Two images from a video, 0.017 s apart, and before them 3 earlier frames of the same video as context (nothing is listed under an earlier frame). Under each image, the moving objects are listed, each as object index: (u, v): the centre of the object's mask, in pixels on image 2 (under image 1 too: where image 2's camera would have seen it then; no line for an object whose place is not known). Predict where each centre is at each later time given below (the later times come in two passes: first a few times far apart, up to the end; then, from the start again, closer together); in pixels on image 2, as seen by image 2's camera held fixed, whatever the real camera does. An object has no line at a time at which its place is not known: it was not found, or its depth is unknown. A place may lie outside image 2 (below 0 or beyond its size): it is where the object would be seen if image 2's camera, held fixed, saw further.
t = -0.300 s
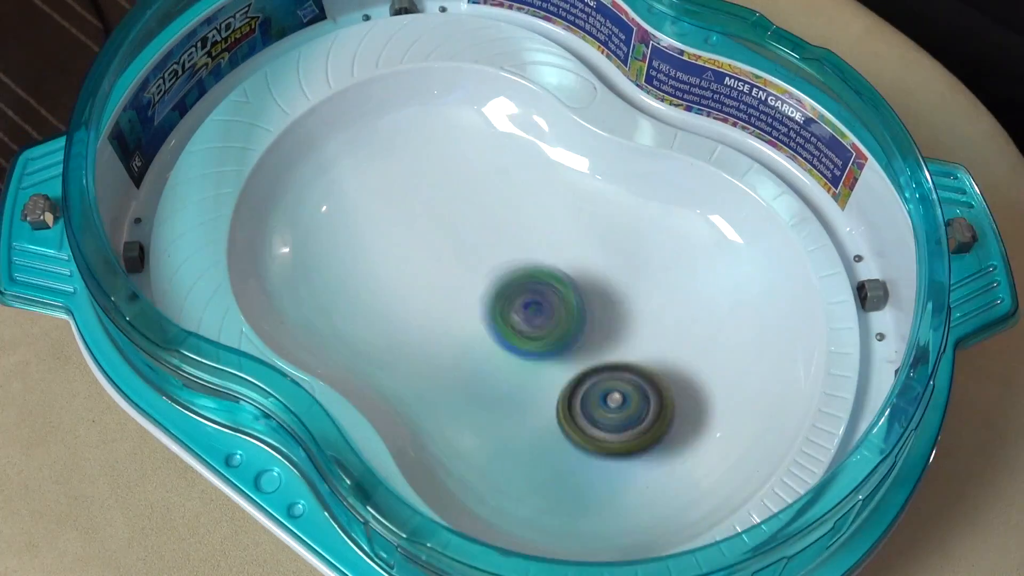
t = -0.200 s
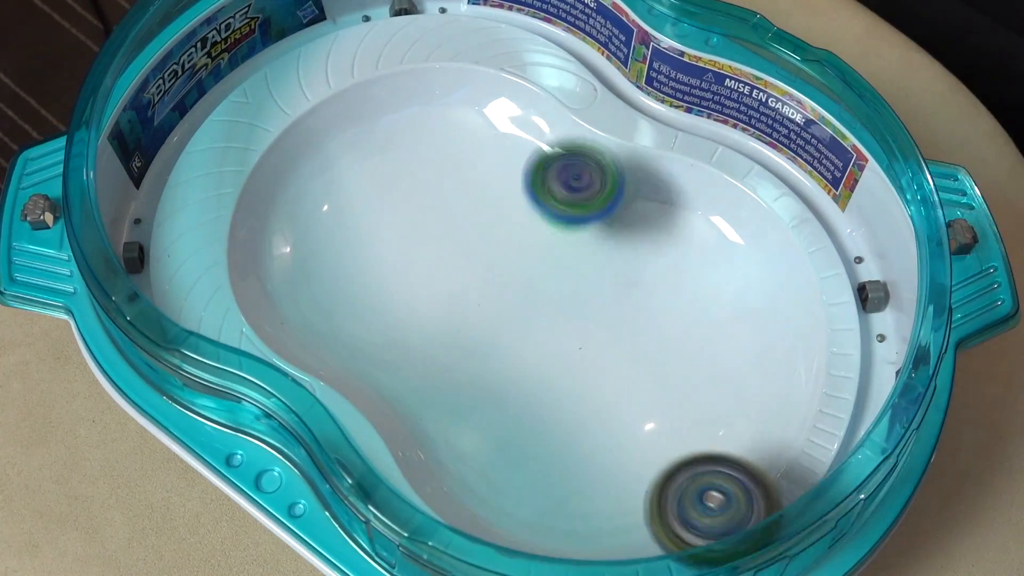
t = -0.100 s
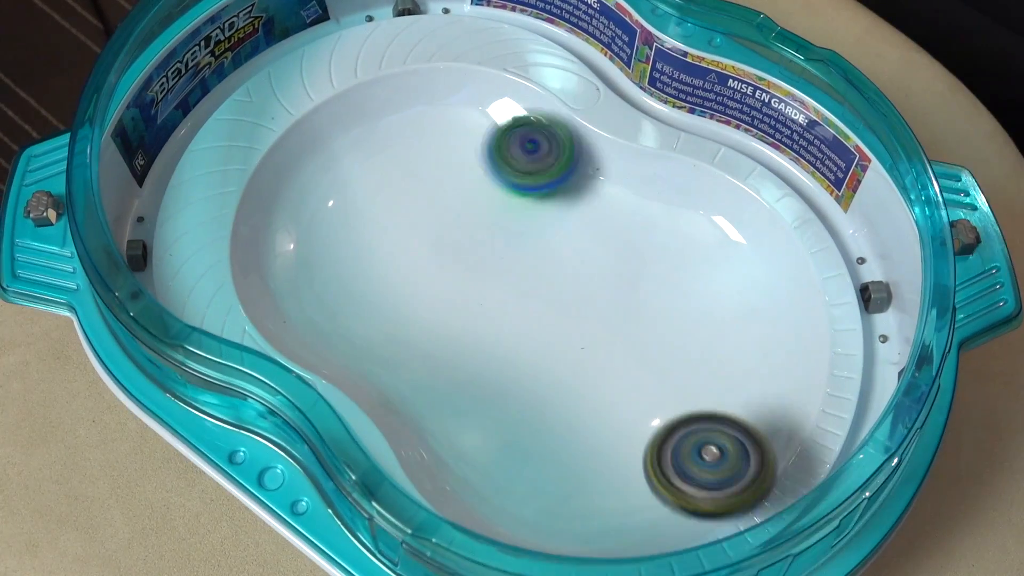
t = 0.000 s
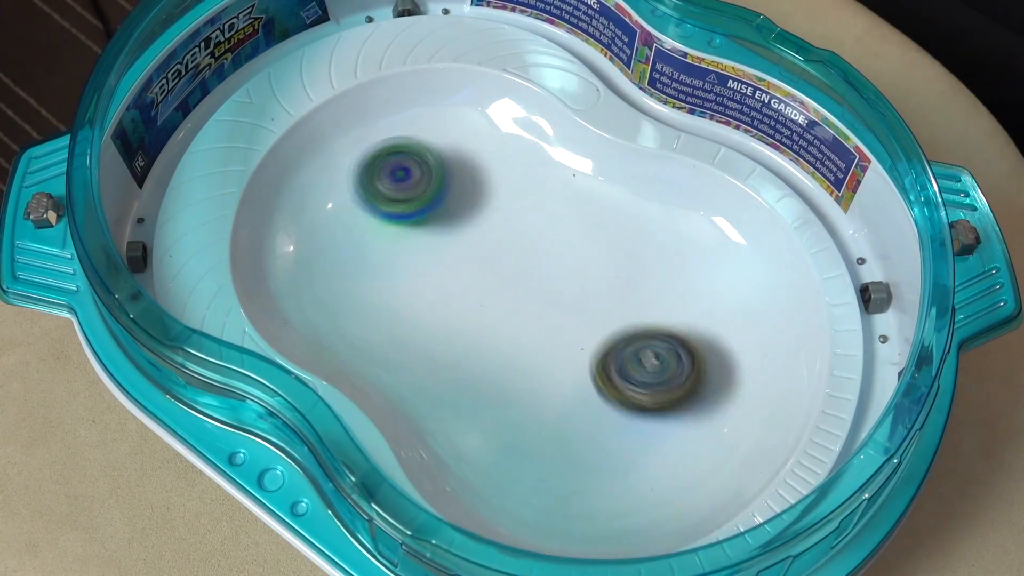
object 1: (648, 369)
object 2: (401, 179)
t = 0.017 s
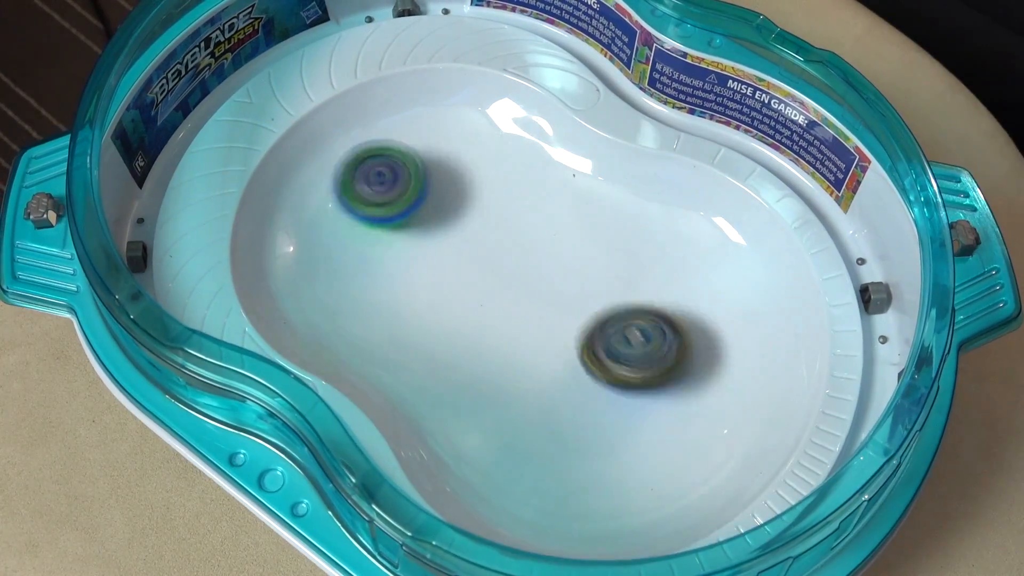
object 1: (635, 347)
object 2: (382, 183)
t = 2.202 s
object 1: (436, 355)
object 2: (700, 396)
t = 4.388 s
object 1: (732, 306)
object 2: (612, 210)
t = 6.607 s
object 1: (326, 238)
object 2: (605, 218)
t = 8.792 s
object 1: (315, 224)
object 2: (641, 197)
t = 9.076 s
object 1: (406, 215)
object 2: (448, 428)
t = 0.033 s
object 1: (620, 324)
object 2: (363, 188)
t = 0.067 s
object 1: (588, 279)
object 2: (327, 202)
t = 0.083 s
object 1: (573, 261)
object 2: (313, 210)
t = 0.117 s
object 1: (537, 224)
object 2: (287, 230)
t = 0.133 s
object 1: (519, 207)
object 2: (279, 244)
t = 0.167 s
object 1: (477, 177)
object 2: (275, 269)
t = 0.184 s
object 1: (456, 163)
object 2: (280, 282)
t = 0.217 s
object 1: (408, 138)
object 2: (300, 305)
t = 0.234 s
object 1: (383, 126)
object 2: (315, 318)
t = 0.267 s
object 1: (339, 111)
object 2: (355, 334)
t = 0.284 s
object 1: (317, 108)
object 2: (381, 338)
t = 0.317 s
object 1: (283, 110)
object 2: (435, 350)
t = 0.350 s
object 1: (259, 123)
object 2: (495, 360)
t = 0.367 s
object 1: (250, 134)
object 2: (527, 366)
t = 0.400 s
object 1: (229, 157)
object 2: (590, 376)
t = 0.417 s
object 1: (219, 167)
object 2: (617, 377)
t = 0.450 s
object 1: (192, 190)
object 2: (672, 375)
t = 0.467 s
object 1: (179, 201)
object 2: (699, 369)
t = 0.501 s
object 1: (154, 221)
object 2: (747, 353)
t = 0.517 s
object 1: (161, 231)
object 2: (765, 341)
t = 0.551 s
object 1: (173, 250)
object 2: (789, 313)
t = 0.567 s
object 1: (178, 259)
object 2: (797, 296)
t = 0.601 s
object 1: (191, 275)
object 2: (795, 268)
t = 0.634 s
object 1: (188, 293)
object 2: (783, 246)
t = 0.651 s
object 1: (190, 299)
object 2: (773, 238)
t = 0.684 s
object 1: (194, 309)
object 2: (738, 227)
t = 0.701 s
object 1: (195, 314)
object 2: (716, 222)
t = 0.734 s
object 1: (205, 322)
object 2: (663, 213)
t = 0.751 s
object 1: (209, 323)
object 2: (636, 210)
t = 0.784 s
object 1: (215, 326)
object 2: (573, 207)
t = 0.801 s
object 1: (218, 326)
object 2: (541, 208)
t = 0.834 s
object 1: (222, 328)
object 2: (474, 206)
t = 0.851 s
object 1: (226, 326)
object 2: (443, 206)
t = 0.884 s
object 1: (230, 327)
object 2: (385, 203)
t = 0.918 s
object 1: (232, 327)
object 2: (330, 203)
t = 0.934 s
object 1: (232, 327)
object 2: (306, 203)
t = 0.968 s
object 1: (233, 326)
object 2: (265, 209)
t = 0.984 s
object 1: (233, 325)
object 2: (254, 213)
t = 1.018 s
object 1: (234, 323)
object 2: (236, 227)
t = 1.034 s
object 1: (232, 327)
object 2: (234, 231)
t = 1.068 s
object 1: (259, 348)
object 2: (249, 212)
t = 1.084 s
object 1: (277, 354)
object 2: (260, 204)
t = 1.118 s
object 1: (312, 364)
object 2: (292, 195)
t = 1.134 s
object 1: (326, 369)
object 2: (315, 191)
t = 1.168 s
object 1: (356, 380)
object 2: (361, 187)
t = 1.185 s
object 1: (375, 386)
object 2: (381, 186)
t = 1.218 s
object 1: (413, 402)
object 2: (421, 183)
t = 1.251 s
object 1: (461, 416)
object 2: (456, 178)
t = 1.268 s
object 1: (490, 420)
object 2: (471, 174)
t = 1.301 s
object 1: (553, 426)
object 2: (500, 168)
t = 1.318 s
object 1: (586, 428)
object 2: (511, 166)
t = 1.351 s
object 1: (654, 425)
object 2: (528, 159)
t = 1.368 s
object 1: (685, 418)
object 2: (535, 158)
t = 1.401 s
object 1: (750, 392)
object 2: (542, 154)
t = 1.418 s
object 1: (774, 373)
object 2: (543, 155)
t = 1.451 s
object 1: (806, 324)
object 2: (538, 157)
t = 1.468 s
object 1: (818, 301)
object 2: (532, 159)
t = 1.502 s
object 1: (819, 254)
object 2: (516, 163)
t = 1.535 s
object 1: (816, 216)
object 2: (495, 168)
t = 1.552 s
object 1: (816, 198)
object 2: (483, 170)
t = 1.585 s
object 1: (803, 172)
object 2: (460, 171)
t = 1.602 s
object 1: (790, 162)
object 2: (449, 172)
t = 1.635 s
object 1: (769, 145)
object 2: (429, 172)
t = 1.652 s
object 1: (759, 139)
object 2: (422, 172)
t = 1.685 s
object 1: (740, 129)
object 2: (409, 176)
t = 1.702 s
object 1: (732, 125)
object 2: (403, 181)
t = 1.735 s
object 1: (718, 120)
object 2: (394, 193)
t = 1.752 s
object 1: (712, 119)
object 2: (391, 200)
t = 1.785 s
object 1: (701, 117)
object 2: (391, 216)
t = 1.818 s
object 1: (693, 117)
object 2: (397, 231)
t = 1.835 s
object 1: (689, 118)
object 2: (403, 239)
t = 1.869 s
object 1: (681, 121)
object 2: (420, 254)
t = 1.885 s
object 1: (674, 123)
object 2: (428, 263)
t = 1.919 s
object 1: (659, 132)
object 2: (446, 280)
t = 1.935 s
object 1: (650, 140)
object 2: (458, 288)
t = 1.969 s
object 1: (629, 167)
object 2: (483, 308)
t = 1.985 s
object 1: (618, 183)
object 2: (496, 319)
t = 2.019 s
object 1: (589, 214)
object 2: (526, 340)
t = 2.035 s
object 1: (571, 232)
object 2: (542, 351)
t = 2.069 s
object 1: (534, 263)
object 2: (572, 375)
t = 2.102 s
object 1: (500, 289)
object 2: (602, 391)
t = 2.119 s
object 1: (484, 302)
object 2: (619, 396)
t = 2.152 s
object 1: (456, 325)
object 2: (654, 401)
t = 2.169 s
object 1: (448, 335)
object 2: (670, 402)
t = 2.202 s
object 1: (436, 355)
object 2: (700, 396)
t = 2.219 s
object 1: (432, 365)
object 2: (716, 389)
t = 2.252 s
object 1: (431, 386)
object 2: (744, 370)
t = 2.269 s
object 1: (435, 396)
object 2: (754, 358)
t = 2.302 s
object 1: (450, 420)
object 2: (766, 332)
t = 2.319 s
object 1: (461, 432)
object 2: (767, 316)
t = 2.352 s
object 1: (489, 455)
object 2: (762, 283)
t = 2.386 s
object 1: (531, 474)
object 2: (744, 246)
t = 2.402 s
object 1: (556, 482)
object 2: (728, 228)
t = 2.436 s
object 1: (612, 489)
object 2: (691, 197)
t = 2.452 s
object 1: (641, 485)
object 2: (667, 184)
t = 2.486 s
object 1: (698, 465)
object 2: (615, 168)
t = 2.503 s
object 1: (725, 449)
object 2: (585, 165)
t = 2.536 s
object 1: (765, 407)
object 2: (520, 161)
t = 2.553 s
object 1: (779, 381)
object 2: (487, 161)
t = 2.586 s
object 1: (791, 327)
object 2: (425, 158)
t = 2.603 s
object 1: (788, 299)
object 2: (396, 159)
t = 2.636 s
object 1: (765, 247)
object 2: (341, 163)
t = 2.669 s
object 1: (717, 199)
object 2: (293, 176)
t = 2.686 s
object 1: (689, 181)
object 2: (274, 185)
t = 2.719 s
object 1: (619, 154)
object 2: (248, 212)
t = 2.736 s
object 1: (585, 146)
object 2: (238, 229)
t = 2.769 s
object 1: (513, 138)
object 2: (236, 265)
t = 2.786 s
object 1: (470, 133)
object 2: (240, 282)
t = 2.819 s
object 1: (382, 126)
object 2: (260, 319)
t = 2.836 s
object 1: (340, 126)
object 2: (273, 335)
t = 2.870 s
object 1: (265, 137)
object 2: (298, 364)
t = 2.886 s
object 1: (229, 147)
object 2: (309, 379)
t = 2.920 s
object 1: (152, 181)
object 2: (338, 405)
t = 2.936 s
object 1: (154, 204)
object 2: (354, 415)
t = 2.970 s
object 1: (160, 252)
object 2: (386, 434)
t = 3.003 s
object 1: (170, 287)
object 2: (419, 449)
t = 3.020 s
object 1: (184, 302)
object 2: (436, 461)
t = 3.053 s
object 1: (217, 329)
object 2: (478, 481)
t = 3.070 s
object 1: (229, 333)
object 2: (505, 488)
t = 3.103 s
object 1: (271, 359)
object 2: (574, 481)
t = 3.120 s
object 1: (288, 366)
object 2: (608, 474)
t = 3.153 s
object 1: (327, 385)
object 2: (682, 451)
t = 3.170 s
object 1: (344, 397)
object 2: (717, 432)
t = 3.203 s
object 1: (377, 419)
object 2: (776, 379)
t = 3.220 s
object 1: (392, 430)
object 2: (799, 345)
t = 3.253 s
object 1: (437, 454)
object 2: (818, 272)
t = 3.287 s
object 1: (484, 480)
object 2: (830, 210)
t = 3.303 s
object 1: (512, 487)
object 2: (825, 185)
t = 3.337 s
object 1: (584, 486)
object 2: (776, 155)
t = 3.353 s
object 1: (622, 480)
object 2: (756, 142)
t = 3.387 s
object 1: (704, 456)
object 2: (713, 117)
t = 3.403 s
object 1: (743, 432)
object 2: (692, 106)
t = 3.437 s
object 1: (795, 373)
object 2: (647, 97)
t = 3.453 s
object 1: (811, 341)
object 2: (624, 94)
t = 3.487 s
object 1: (831, 269)
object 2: (581, 89)
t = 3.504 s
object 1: (836, 240)
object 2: (559, 89)
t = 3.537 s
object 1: (816, 189)
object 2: (512, 99)
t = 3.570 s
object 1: (775, 153)
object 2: (463, 114)
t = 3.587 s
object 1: (756, 136)
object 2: (434, 122)
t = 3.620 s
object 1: (707, 113)
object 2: (366, 137)
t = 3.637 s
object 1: (680, 105)
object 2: (330, 147)
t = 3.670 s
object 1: (635, 93)
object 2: (270, 177)
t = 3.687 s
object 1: (610, 87)
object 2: (248, 198)
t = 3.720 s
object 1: (565, 79)
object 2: (219, 243)
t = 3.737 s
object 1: (542, 77)
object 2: (204, 270)
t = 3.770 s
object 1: (495, 84)
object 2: (196, 323)
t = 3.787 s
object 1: (474, 91)
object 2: (223, 334)
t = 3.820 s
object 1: (410, 123)
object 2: (263, 342)
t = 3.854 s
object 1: (348, 164)
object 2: (305, 347)
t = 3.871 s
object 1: (320, 186)
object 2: (327, 347)
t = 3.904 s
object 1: (271, 234)
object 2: (376, 357)
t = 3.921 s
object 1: (259, 255)
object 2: (397, 365)
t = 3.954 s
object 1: (247, 304)
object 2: (460, 369)
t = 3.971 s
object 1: (250, 328)
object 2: (493, 370)
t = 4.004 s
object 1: (273, 364)
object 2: (559, 372)
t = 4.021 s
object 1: (301, 369)
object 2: (591, 372)
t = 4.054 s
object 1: (337, 370)
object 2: (649, 365)
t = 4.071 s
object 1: (357, 369)
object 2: (677, 360)
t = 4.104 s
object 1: (398, 371)
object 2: (732, 341)
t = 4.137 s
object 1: (443, 380)
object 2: (771, 313)
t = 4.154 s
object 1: (468, 379)
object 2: (785, 296)
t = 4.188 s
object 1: (518, 378)
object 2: (795, 260)
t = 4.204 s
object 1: (544, 380)
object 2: (799, 246)
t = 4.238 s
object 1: (591, 376)
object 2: (788, 221)
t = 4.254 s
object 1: (613, 374)
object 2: (779, 212)
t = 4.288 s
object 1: (650, 364)
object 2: (752, 201)
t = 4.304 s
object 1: (668, 358)
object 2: (733, 198)
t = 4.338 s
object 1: (698, 341)
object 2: (689, 200)
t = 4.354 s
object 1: (712, 330)
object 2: (664, 203)
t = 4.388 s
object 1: (732, 306)
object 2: (612, 210)
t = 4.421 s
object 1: (740, 278)
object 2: (564, 222)
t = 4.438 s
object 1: (744, 265)
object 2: (543, 228)
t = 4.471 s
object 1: (737, 237)
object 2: (498, 242)
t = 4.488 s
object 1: (730, 223)
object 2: (480, 248)
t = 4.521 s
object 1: (708, 203)
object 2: (444, 262)
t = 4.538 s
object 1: (692, 195)
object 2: (429, 269)
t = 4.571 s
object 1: (656, 190)
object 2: (403, 283)
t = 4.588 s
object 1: (634, 191)
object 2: (394, 291)
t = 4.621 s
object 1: (591, 196)
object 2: (380, 304)
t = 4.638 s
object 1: (572, 202)
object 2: (378, 310)
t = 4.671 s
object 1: (532, 212)
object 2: (378, 323)
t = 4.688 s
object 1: (515, 219)
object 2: (383, 329)
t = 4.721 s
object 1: (480, 231)
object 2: (398, 339)
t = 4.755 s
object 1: (450, 246)
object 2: (424, 352)
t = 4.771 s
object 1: (439, 254)
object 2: (437, 358)
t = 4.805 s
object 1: (417, 270)
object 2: (469, 372)
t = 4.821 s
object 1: (410, 277)
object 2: (485, 381)
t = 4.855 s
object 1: (399, 295)
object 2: (521, 398)
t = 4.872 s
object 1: (396, 302)
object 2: (539, 407)
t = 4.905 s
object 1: (398, 320)
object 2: (574, 421)
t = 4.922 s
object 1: (400, 329)
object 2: (591, 426)
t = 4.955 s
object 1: (413, 345)
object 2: (622, 427)
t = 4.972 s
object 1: (423, 354)
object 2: (638, 425)
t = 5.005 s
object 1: (443, 374)
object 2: (668, 413)
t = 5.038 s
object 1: (467, 395)
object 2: (693, 394)
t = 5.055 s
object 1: (481, 408)
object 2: (703, 383)
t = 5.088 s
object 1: (511, 433)
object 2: (716, 356)
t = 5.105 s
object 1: (526, 445)
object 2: (721, 344)
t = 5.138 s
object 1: (556, 465)
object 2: (723, 315)
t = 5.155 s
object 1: (570, 471)
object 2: (722, 300)
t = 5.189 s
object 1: (608, 475)
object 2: (709, 273)
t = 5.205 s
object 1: (626, 475)
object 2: (701, 260)
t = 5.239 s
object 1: (663, 464)
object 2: (677, 241)
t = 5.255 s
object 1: (680, 453)
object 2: (661, 233)
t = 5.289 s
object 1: (708, 429)
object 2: (630, 226)
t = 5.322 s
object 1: (726, 400)
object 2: (597, 226)
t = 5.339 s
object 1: (730, 384)
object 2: (580, 226)
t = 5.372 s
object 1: (734, 351)
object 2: (544, 228)
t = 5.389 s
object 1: (732, 337)
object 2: (527, 228)
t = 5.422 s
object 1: (720, 308)
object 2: (499, 234)
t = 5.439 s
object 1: (713, 294)
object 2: (486, 237)
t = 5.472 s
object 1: (690, 272)
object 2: (464, 245)
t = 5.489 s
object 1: (678, 263)
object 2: (454, 251)
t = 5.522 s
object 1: (649, 247)
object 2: (439, 262)
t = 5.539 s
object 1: (636, 244)
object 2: (432, 270)
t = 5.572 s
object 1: (603, 239)
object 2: (425, 284)
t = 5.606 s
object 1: (569, 236)
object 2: (424, 300)
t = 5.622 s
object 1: (554, 233)
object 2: (424, 308)
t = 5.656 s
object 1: (523, 229)
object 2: (433, 324)
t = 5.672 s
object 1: (508, 228)
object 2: (440, 333)
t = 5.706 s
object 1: (484, 226)
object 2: (459, 352)
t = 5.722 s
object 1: (475, 227)
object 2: (470, 362)
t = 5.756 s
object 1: (455, 229)
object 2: (490, 381)
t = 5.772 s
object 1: (445, 229)
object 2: (501, 391)
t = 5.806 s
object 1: (428, 232)
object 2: (523, 411)
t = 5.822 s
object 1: (419, 234)
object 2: (534, 419)
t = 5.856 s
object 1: (404, 238)
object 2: (557, 430)
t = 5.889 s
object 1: (393, 241)
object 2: (581, 432)
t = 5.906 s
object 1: (388, 244)
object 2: (597, 431)
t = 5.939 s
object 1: (379, 247)
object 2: (622, 422)
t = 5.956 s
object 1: (376, 248)
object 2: (633, 414)
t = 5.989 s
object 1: (371, 253)
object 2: (655, 399)
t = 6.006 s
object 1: (367, 255)
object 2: (663, 388)
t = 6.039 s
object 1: (365, 259)
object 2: (675, 364)
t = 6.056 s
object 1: (366, 261)
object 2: (680, 353)
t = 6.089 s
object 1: (366, 265)
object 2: (684, 327)
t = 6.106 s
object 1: (367, 266)
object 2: (685, 314)
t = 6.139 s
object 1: (371, 269)
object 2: (679, 290)
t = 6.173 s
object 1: (377, 271)
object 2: (667, 268)
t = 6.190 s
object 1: (379, 272)
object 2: (659, 257)
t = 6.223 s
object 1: (386, 272)
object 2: (640, 244)
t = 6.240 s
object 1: (391, 272)
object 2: (628, 238)
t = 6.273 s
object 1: (398, 271)
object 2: (605, 232)
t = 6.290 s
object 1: (402, 269)
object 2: (591, 230)
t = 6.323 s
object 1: (411, 267)
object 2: (564, 226)
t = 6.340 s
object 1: (415, 267)
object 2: (551, 226)
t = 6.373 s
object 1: (422, 264)
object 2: (524, 224)
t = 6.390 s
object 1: (420, 261)
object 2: (522, 222)
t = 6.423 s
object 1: (384, 257)
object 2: (544, 214)
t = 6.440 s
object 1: (370, 254)
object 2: (552, 211)
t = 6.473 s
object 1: (347, 247)
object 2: (570, 205)
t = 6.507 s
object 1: (334, 240)
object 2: (582, 203)
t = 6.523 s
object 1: (332, 239)
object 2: (586, 203)
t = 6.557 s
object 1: (329, 238)
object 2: (594, 206)
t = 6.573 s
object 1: (326, 237)
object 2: (599, 209)
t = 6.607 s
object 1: (326, 238)
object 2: (605, 218)
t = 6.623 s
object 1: (329, 237)
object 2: (608, 223)
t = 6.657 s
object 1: (335, 238)
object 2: (617, 239)
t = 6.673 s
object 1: (338, 239)
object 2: (619, 250)
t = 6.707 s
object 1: (345, 237)
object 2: (628, 273)
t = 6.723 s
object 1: (348, 235)
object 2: (635, 287)
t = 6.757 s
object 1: (358, 232)
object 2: (647, 313)
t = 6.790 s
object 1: (370, 228)
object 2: (663, 336)
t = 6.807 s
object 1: (376, 223)
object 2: (673, 346)
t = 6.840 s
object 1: (389, 217)
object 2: (691, 365)
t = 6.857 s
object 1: (397, 213)
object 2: (699, 372)
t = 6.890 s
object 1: (408, 203)
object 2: (719, 383)
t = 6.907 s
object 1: (414, 200)
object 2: (727, 388)
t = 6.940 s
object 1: (427, 191)
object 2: (741, 389)
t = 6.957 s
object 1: (432, 185)
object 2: (748, 388)
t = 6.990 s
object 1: (442, 176)
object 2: (753, 382)
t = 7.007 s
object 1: (448, 172)
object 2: (752, 377)
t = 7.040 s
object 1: (455, 163)
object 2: (747, 365)
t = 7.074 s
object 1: (460, 155)
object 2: (739, 352)
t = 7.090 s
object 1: (463, 153)
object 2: (734, 347)
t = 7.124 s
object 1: (466, 147)
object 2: (718, 338)
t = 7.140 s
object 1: (465, 146)
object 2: (707, 335)
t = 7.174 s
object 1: (466, 143)
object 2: (682, 333)
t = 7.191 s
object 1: (465, 141)
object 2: (670, 333)
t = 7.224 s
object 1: (463, 143)
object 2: (641, 337)
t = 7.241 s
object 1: (464, 145)
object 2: (626, 339)
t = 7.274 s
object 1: (461, 150)
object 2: (596, 346)
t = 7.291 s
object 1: (459, 154)
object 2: (579, 353)
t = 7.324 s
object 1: (458, 161)
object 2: (549, 366)
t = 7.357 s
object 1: (458, 170)
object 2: (523, 382)
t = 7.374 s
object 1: (456, 176)
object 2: (513, 393)
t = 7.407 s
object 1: (456, 190)
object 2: (494, 415)
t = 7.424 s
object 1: (456, 196)
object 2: (486, 428)
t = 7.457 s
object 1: (456, 213)
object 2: (483, 453)
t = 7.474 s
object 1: (457, 222)
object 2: (487, 464)
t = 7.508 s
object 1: (458, 241)
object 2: (505, 485)
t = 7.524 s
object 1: (458, 253)
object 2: (518, 493)
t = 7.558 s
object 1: (461, 274)
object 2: (555, 500)
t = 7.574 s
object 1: (462, 285)
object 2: (577, 497)
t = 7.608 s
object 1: (466, 309)
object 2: (616, 482)
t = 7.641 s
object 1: (475, 335)
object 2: (643, 457)
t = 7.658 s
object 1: (482, 346)
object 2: (652, 441)
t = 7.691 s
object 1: (497, 375)
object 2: (664, 406)
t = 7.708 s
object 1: (506, 390)
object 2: (667, 387)
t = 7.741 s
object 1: (523, 422)
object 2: (667, 349)
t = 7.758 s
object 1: (530, 438)
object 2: (663, 331)
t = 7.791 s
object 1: (553, 461)
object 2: (652, 294)
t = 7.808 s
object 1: (565, 468)
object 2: (643, 276)
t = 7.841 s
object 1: (594, 482)
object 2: (622, 245)
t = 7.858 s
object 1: (611, 484)
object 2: (612, 231)
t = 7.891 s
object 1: (644, 483)
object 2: (583, 205)
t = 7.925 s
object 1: (675, 474)
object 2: (550, 178)
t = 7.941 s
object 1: (690, 465)
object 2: (533, 165)
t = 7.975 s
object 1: (715, 441)
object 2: (501, 143)
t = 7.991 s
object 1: (726, 429)
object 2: (481, 132)
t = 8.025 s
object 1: (735, 401)
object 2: (445, 111)
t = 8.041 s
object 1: (738, 387)
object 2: (427, 104)
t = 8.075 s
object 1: (735, 359)
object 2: (387, 98)
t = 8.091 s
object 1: (729, 347)
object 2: (364, 103)
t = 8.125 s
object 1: (712, 325)
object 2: (328, 122)
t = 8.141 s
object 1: (704, 315)
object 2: (312, 135)
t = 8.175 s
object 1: (683, 296)
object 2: (290, 172)
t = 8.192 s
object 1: (670, 287)
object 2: (284, 197)
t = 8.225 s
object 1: (645, 272)
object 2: (287, 248)
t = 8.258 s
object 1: (618, 262)
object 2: (316, 286)
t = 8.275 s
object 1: (604, 258)
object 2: (332, 303)
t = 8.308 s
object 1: (573, 249)
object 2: (381, 325)
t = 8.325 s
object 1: (560, 246)
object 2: (402, 331)
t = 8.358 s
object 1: (532, 237)
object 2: (455, 347)
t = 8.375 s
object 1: (519, 235)
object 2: (482, 354)
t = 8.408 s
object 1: (497, 227)
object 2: (534, 366)
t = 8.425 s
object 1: (483, 224)
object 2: (557, 371)
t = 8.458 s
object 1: (463, 219)
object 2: (604, 376)
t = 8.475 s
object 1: (452, 215)
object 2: (624, 374)
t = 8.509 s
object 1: (432, 211)
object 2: (665, 369)
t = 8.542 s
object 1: (414, 206)
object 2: (702, 355)
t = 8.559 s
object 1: (406, 203)
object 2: (721, 346)
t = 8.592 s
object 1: (388, 200)
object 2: (747, 321)
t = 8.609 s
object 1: (381, 199)
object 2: (760, 309)
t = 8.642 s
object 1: (364, 198)
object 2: (771, 275)
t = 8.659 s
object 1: (356, 199)
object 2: (769, 259)
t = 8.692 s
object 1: (342, 201)
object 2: (756, 230)
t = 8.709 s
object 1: (334, 204)
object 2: (745, 215)
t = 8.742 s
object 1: (325, 210)
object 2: (709, 198)
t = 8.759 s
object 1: (321, 213)
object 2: (689, 191)
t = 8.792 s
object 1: (315, 224)
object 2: (641, 197)
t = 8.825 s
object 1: (317, 236)
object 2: (596, 213)
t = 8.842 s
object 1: (319, 240)
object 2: (578, 223)
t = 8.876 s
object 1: (326, 250)
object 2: (536, 245)
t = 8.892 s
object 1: (331, 252)
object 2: (519, 259)
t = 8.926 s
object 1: (344, 259)
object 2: (487, 284)
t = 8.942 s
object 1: (353, 261)
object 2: (471, 298)
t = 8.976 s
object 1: (369, 262)
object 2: (449, 325)
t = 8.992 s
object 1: (378, 257)
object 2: (445, 341)
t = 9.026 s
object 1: (389, 242)
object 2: (443, 374)
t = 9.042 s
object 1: (395, 235)
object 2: (445, 393)
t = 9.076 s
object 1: (406, 215)
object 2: (448, 428)
